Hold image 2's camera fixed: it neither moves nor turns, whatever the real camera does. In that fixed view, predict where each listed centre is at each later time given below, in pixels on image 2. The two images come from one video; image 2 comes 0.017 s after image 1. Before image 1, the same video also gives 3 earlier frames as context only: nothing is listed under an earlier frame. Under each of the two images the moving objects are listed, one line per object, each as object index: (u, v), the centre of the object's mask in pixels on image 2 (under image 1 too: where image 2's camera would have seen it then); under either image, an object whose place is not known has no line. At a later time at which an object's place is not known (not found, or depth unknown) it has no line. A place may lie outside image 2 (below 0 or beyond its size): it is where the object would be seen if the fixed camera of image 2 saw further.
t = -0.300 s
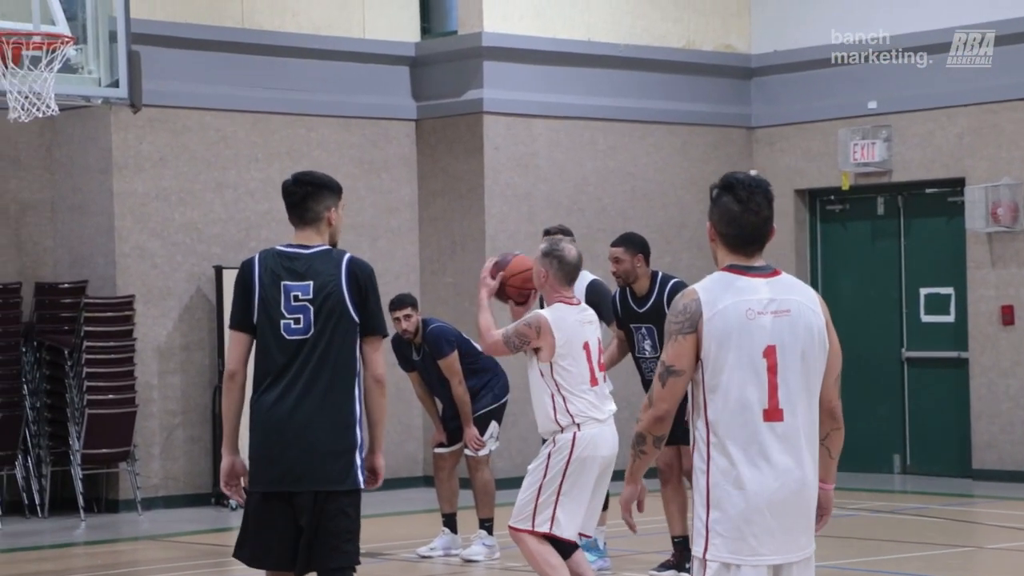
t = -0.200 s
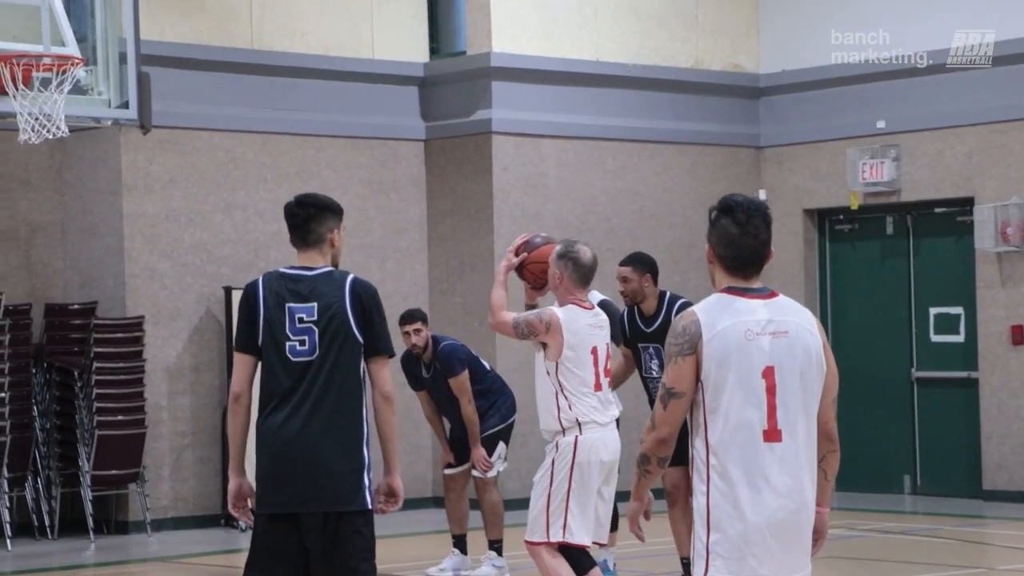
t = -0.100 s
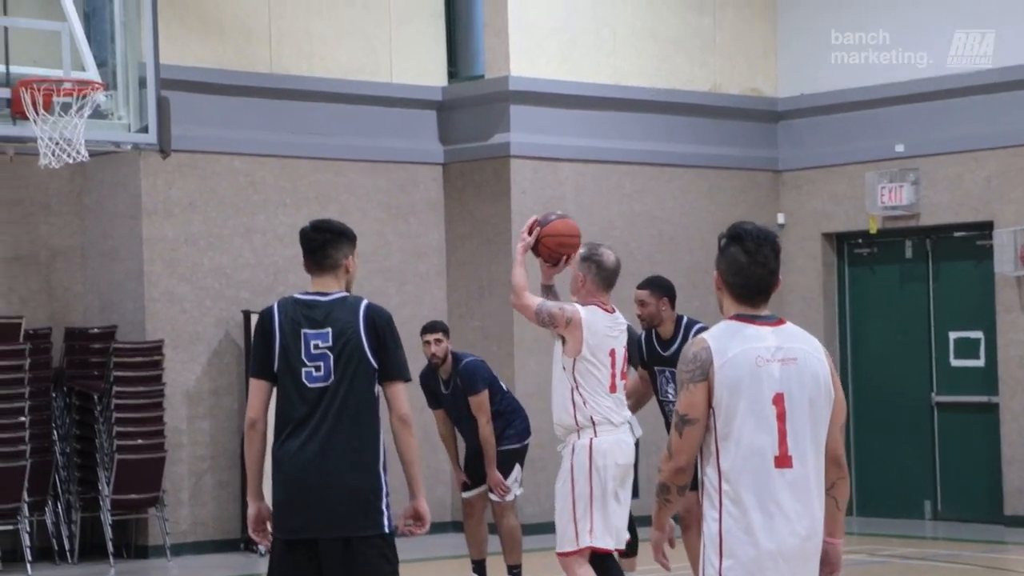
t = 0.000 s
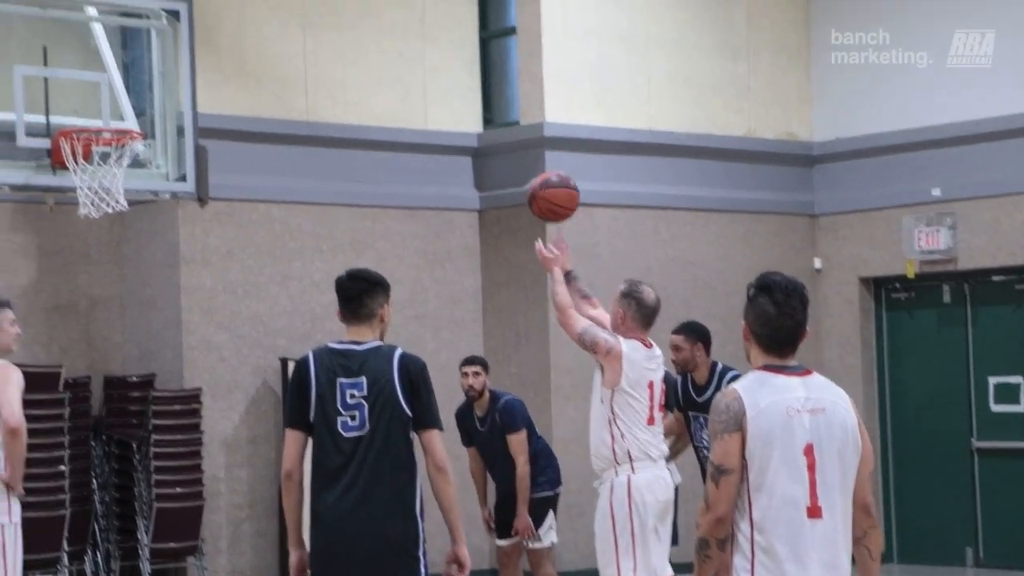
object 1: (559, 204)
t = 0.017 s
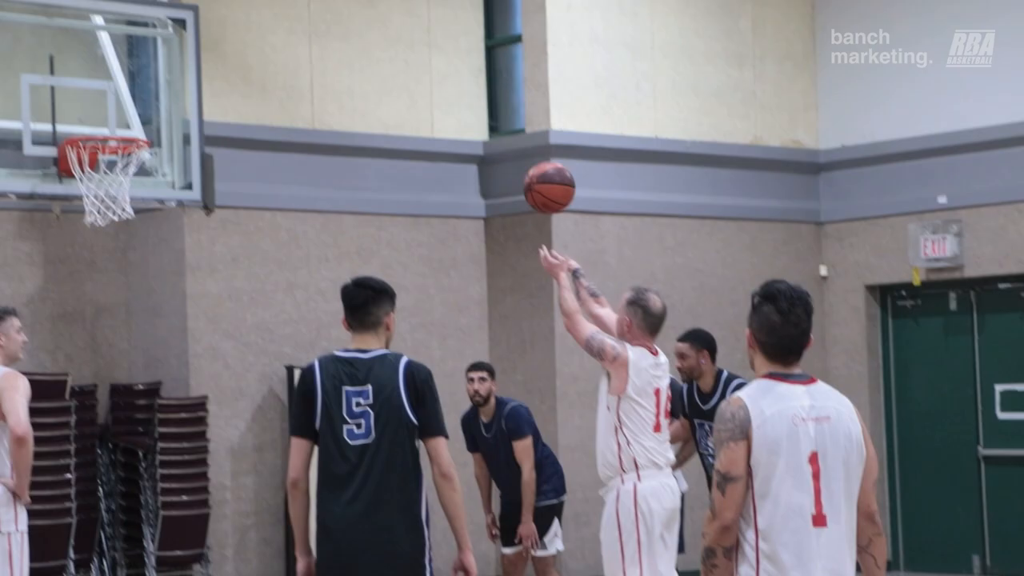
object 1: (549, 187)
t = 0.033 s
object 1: (539, 171)
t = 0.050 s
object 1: (529, 155)
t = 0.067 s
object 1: (520, 141)
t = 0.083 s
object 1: (510, 126)
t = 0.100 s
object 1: (501, 112)
